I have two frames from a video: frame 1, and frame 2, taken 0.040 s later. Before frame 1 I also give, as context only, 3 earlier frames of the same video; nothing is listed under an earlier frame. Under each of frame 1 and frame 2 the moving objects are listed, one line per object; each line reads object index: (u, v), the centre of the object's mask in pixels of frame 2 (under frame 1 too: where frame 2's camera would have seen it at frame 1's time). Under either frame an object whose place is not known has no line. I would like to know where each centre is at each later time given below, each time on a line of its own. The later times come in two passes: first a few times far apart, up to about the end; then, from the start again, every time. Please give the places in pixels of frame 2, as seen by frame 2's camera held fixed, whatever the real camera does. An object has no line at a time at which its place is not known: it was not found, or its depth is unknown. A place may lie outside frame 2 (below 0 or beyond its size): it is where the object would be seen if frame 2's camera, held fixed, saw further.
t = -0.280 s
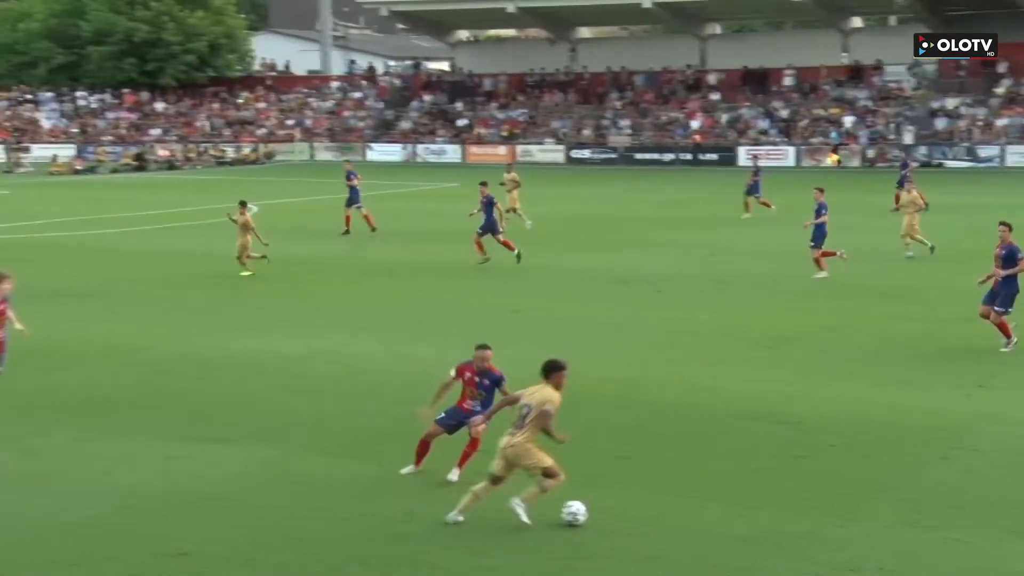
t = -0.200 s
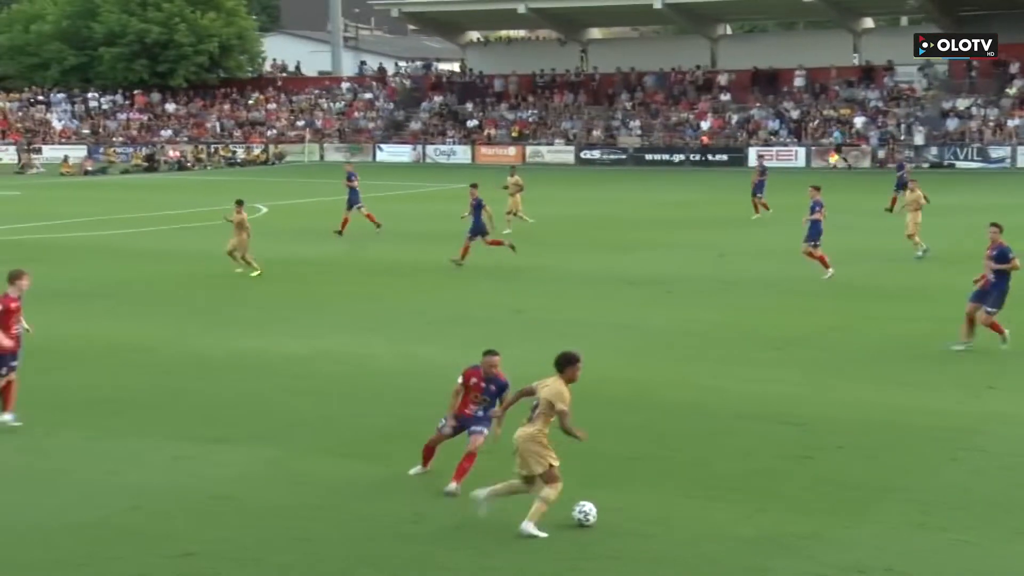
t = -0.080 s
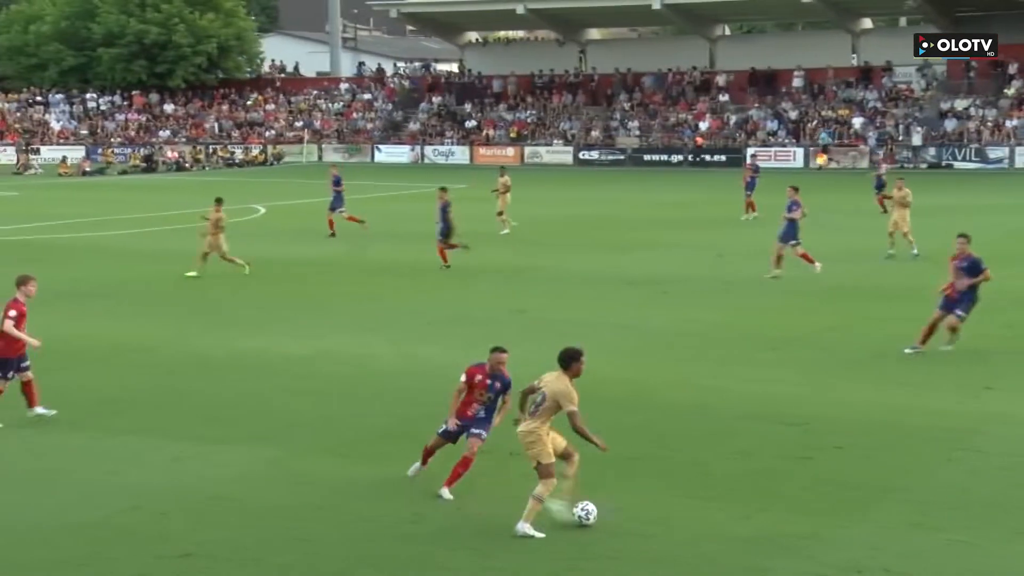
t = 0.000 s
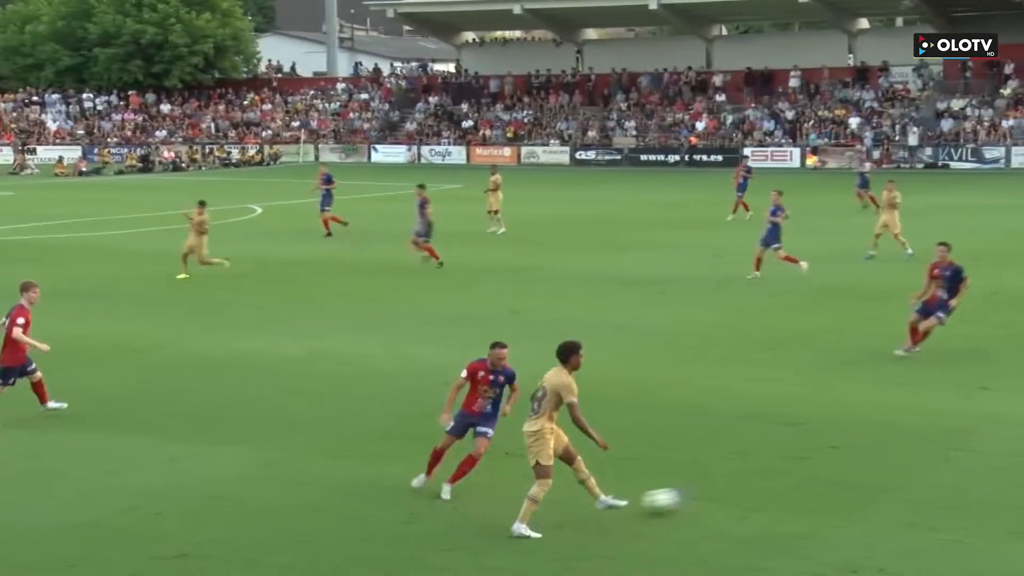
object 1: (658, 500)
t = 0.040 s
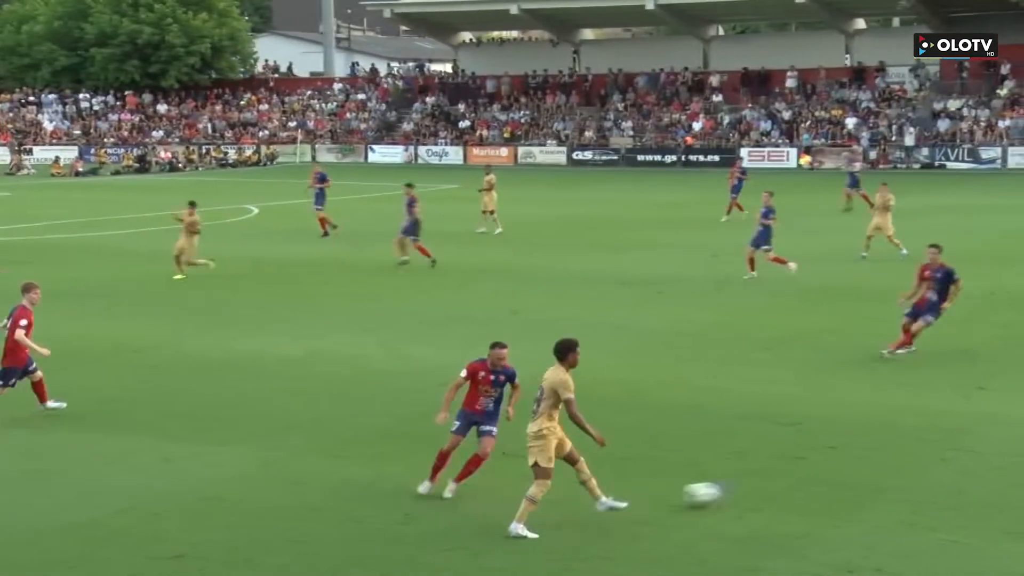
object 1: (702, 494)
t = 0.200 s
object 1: (856, 471)
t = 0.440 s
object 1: (1043, 446)
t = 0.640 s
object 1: (1167, 431)
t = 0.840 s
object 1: (1266, 417)
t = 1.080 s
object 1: (1358, 405)
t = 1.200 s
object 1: (1392, 401)
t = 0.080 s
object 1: (743, 489)
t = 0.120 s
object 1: (784, 484)
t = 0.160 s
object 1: (821, 477)
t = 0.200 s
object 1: (856, 471)
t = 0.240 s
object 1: (892, 467)
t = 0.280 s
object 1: (925, 462)
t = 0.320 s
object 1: (956, 458)
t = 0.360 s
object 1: (987, 454)
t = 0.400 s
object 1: (1016, 450)
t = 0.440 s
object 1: (1043, 446)
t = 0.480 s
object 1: (1070, 443)
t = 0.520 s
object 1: (1096, 440)
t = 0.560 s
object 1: (1121, 436)
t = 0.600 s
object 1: (1144, 434)
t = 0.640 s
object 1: (1167, 431)
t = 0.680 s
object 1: (1188, 428)
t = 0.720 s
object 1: (1209, 425)
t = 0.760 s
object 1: (1229, 422)
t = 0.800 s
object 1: (1248, 419)
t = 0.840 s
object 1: (1266, 417)
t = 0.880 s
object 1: (1284, 415)
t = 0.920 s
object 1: (1301, 413)
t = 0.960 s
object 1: (1316, 410)
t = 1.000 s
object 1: (1331, 407)
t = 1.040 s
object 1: (1346, 407)
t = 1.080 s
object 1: (1358, 405)
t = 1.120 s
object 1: (1371, 403)
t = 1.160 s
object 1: (1382, 402)
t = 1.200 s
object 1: (1392, 401)
